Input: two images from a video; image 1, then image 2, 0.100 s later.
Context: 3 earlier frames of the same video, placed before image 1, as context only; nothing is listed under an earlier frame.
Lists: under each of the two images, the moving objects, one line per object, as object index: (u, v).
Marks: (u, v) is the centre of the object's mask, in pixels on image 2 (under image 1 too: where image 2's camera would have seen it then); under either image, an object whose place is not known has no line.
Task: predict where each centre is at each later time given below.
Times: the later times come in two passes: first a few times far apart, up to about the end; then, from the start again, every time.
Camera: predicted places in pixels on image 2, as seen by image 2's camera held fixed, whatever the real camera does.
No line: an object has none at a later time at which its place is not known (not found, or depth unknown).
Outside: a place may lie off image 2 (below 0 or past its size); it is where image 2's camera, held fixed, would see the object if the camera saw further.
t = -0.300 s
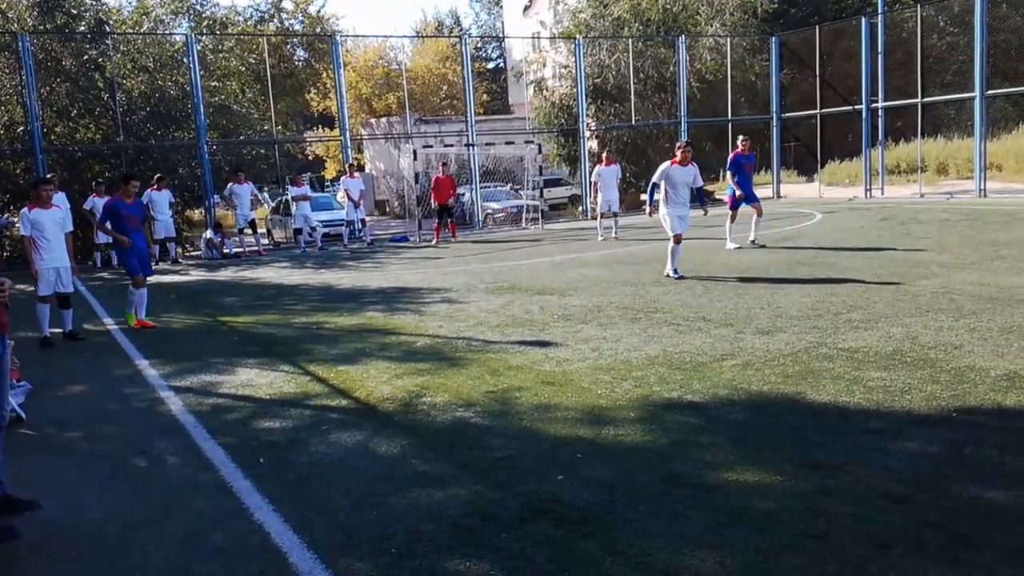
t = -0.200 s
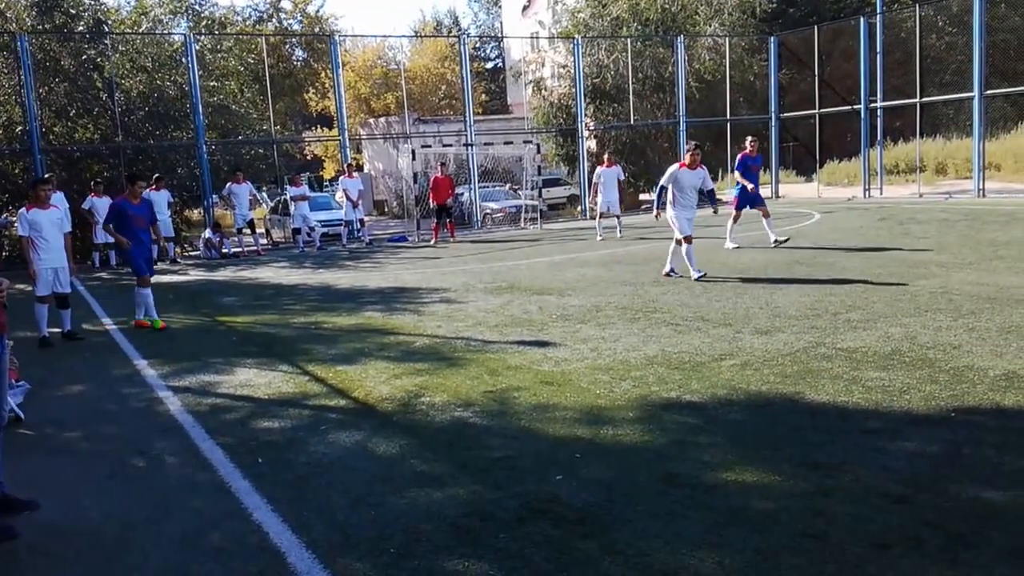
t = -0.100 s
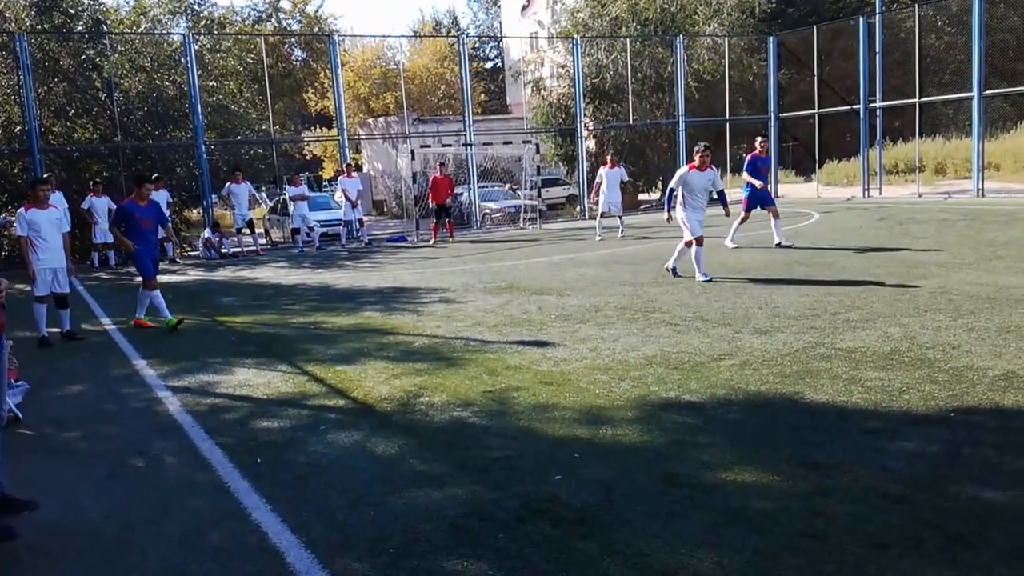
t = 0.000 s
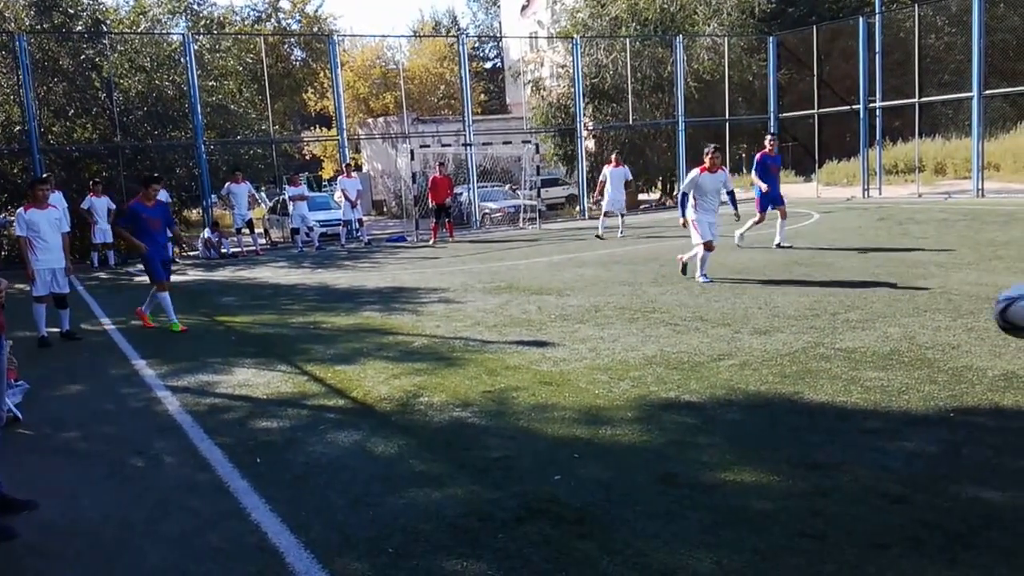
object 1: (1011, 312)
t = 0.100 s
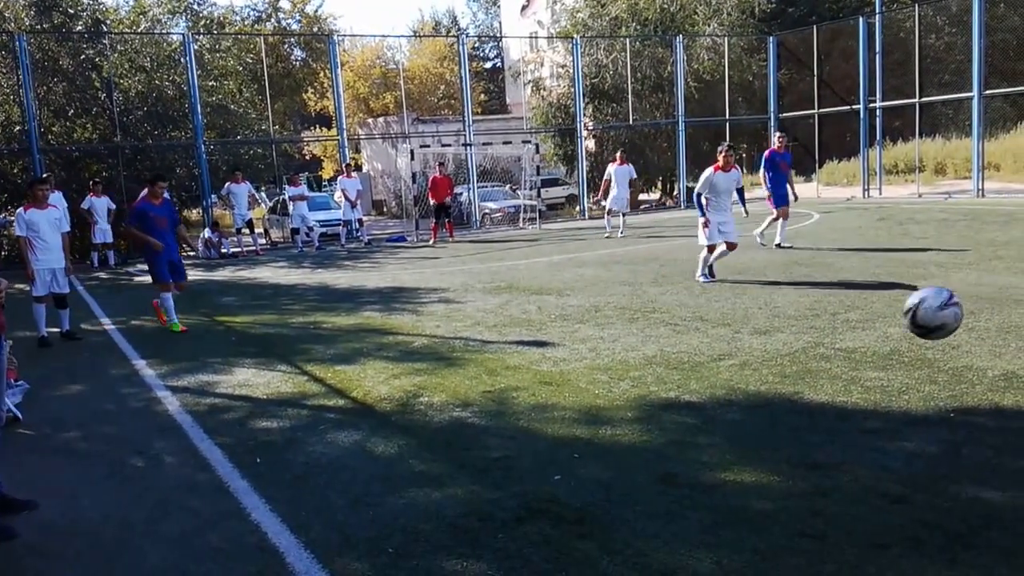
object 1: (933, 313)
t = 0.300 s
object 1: (766, 381)
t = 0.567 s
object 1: (614, 401)
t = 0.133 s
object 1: (903, 319)
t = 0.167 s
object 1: (874, 327)
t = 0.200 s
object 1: (846, 337)
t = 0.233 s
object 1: (818, 350)
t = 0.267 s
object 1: (791, 365)
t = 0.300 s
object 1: (766, 381)
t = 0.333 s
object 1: (741, 399)
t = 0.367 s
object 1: (715, 422)
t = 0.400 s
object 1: (692, 445)
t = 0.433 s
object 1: (671, 464)
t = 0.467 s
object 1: (657, 443)
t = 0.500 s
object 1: (642, 426)
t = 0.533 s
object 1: (628, 413)
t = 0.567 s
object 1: (614, 401)
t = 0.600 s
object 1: (599, 390)
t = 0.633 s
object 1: (586, 382)
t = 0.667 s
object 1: (573, 376)
